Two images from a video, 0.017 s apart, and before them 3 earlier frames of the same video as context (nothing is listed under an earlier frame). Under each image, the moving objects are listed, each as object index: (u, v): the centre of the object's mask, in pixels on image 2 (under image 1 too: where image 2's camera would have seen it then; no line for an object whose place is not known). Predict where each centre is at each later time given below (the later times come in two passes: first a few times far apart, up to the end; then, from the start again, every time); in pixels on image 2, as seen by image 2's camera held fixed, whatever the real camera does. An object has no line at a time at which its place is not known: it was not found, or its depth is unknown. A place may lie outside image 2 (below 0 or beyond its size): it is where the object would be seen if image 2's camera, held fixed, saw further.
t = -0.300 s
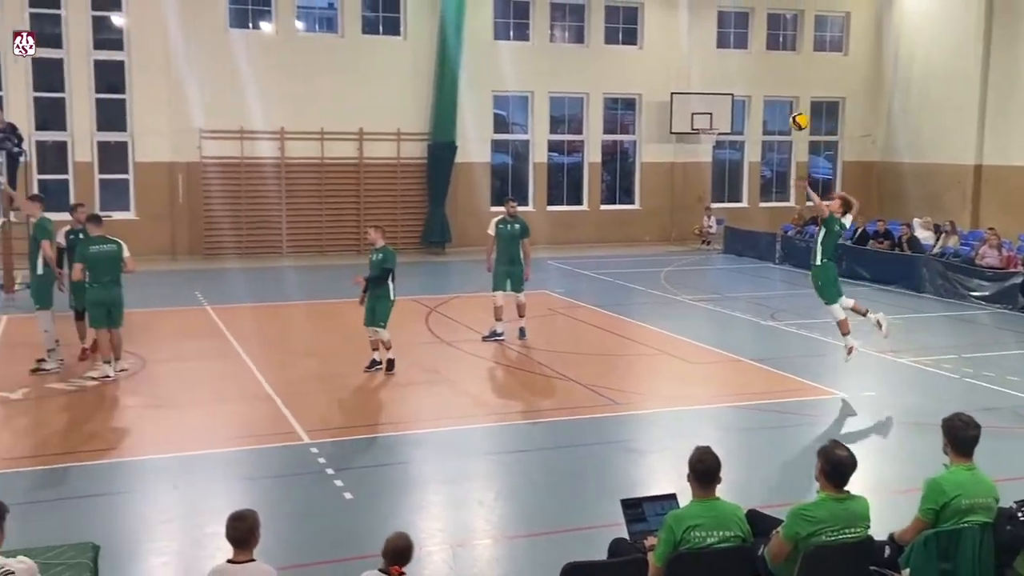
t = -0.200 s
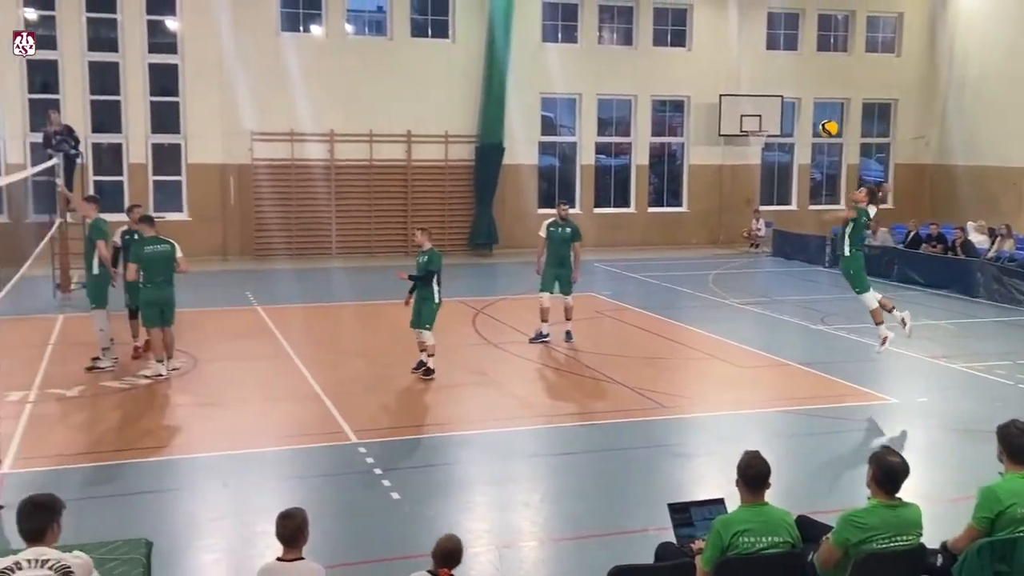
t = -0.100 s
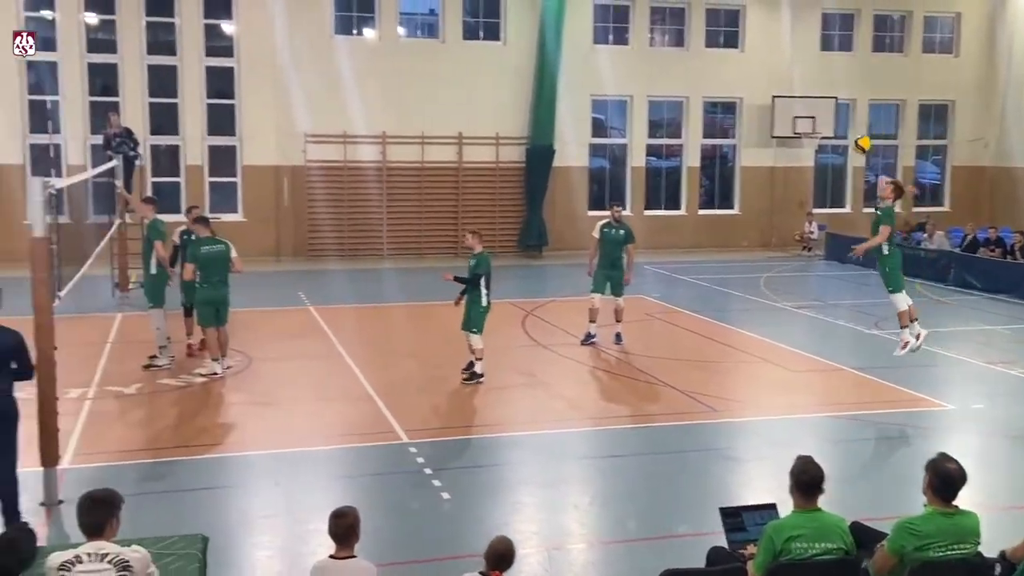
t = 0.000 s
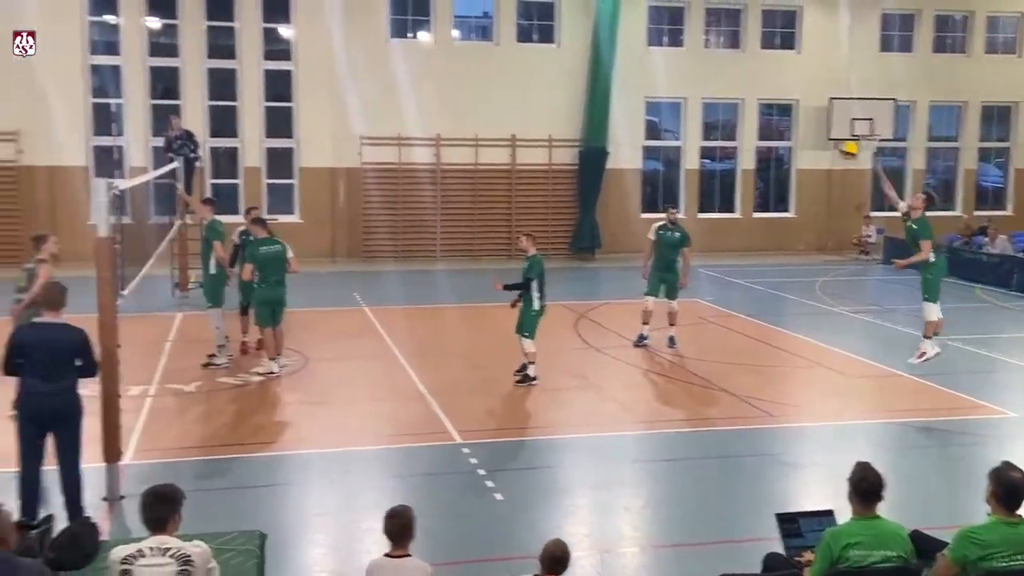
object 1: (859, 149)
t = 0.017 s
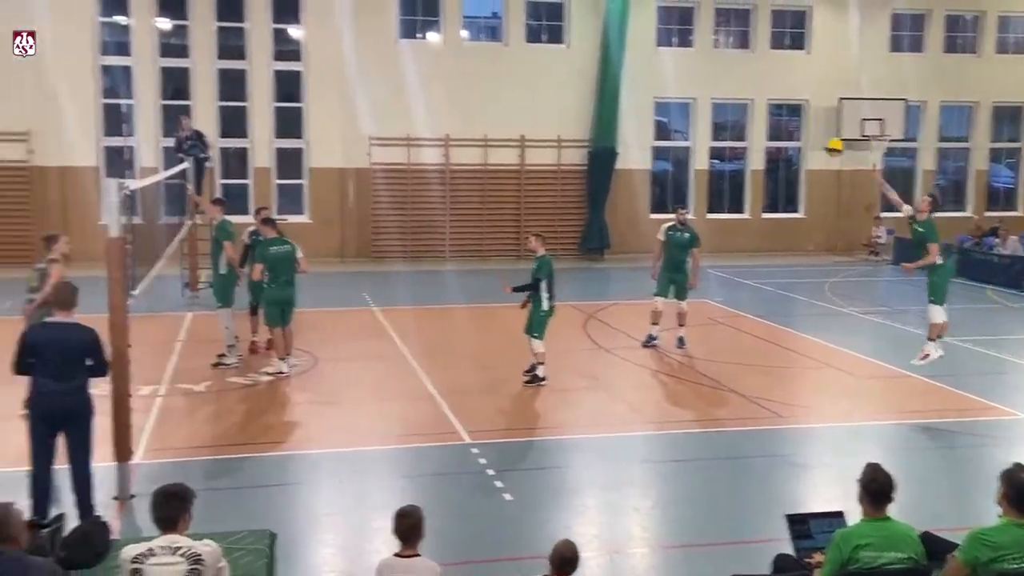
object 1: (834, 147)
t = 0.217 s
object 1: (563, 121)
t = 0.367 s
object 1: (378, 121)
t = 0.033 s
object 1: (810, 144)
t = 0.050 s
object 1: (785, 140)
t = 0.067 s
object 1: (763, 138)
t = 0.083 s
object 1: (739, 135)
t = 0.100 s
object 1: (717, 133)
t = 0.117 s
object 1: (694, 130)
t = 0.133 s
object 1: (671, 129)
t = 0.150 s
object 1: (649, 127)
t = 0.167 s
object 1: (626, 125)
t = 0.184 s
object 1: (606, 123)
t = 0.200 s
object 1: (585, 123)
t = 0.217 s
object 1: (563, 121)
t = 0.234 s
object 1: (542, 120)
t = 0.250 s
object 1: (521, 119)
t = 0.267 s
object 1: (500, 119)
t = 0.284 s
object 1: (479, 118)
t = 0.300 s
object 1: (459, 118)
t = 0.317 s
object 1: (438, 119)
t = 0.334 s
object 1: (418, 120)
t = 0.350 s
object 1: (398, 121)
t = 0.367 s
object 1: (378, 121)
